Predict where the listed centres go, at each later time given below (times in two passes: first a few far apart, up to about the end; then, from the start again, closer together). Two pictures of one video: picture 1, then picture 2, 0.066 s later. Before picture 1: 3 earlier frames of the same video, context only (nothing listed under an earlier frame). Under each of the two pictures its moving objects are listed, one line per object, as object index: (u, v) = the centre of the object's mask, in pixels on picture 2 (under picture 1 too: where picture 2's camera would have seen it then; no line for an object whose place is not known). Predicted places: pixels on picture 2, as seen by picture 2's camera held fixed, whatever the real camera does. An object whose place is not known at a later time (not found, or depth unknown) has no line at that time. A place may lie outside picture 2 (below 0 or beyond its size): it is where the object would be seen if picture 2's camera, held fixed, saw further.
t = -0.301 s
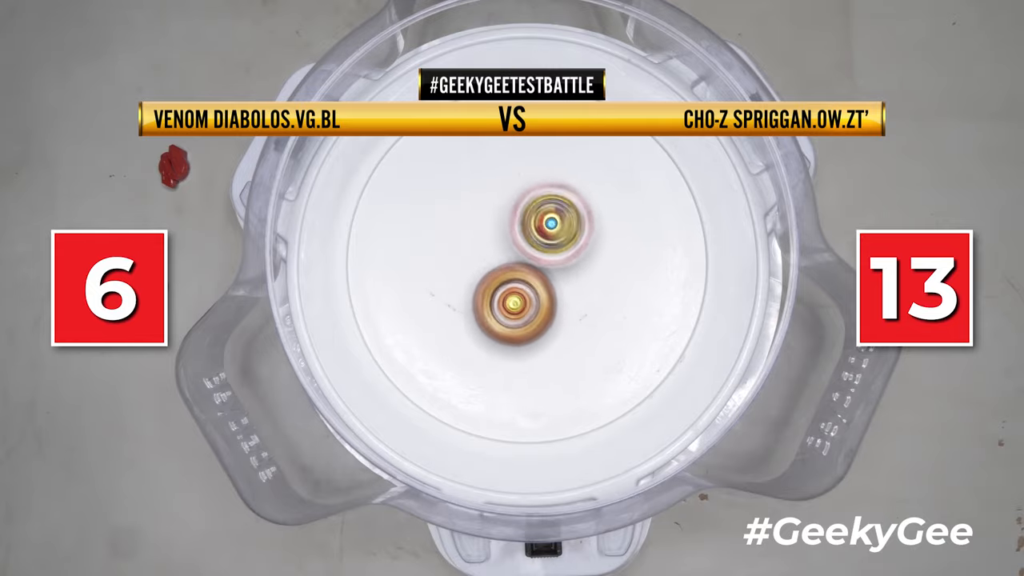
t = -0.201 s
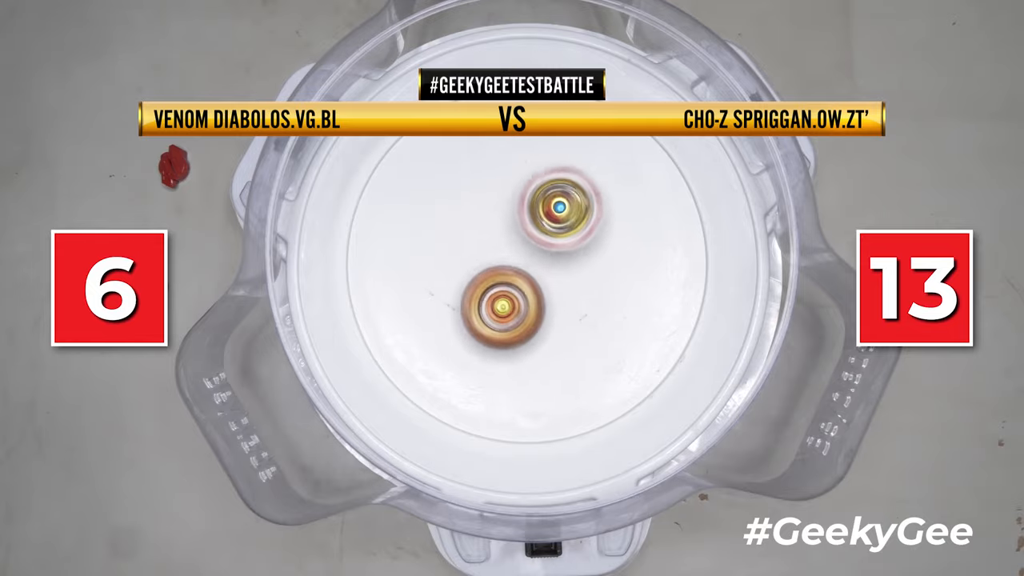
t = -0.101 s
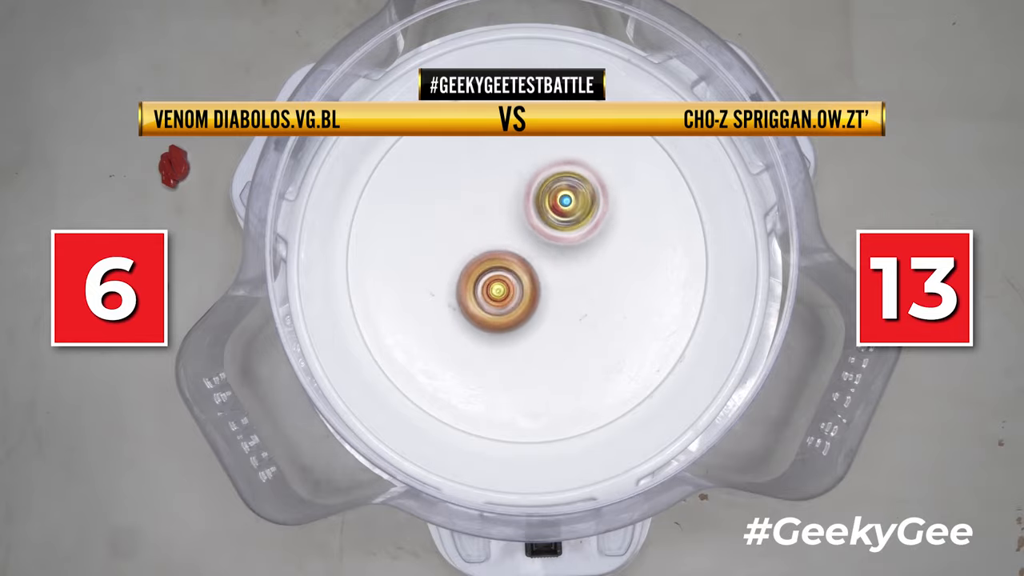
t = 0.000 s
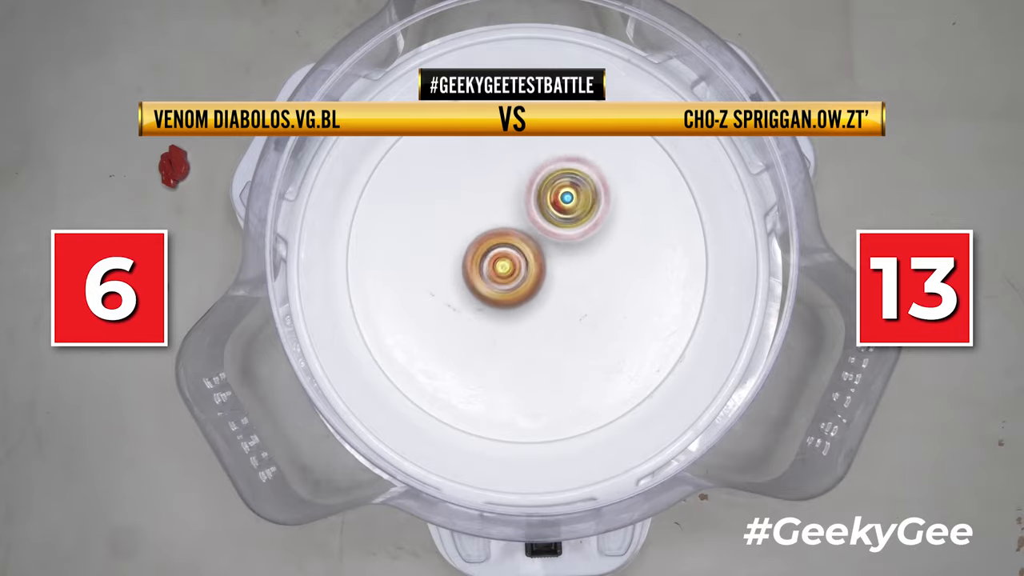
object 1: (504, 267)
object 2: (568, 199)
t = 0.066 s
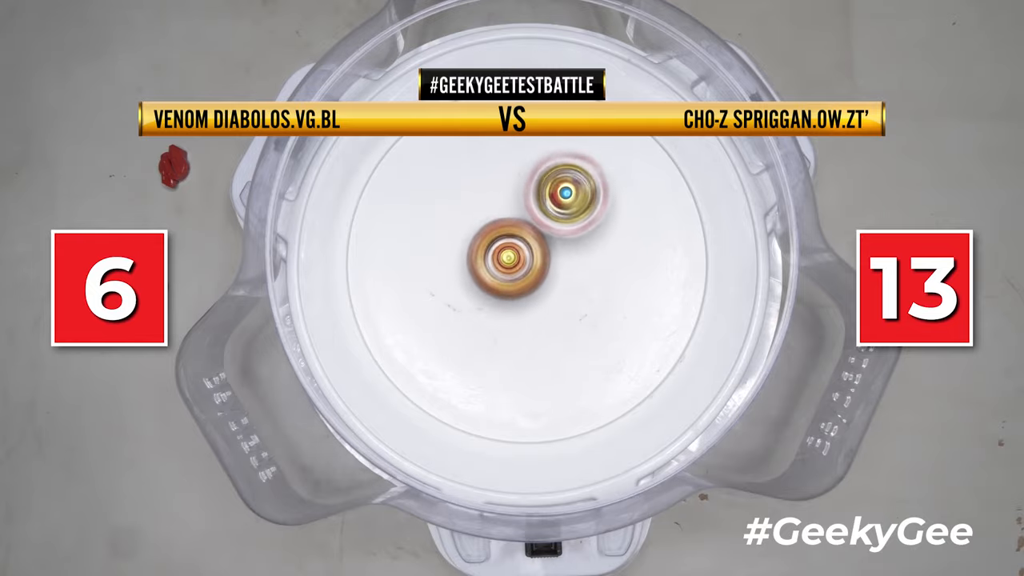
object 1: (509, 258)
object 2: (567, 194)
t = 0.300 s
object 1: (534, 259)
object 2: (570, 180)
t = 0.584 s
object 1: (540, 288)
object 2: (547, 193)
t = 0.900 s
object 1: (506, 325)
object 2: (516, 213)
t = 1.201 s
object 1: (488, 304)
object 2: (515, 213)
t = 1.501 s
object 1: (536, 299)
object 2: (537, 188)
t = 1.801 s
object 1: (565, 298)
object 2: (548, 204)
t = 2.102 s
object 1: (559, 306)
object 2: (525, 215)
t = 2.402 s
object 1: (548, 286)
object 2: (488, 219)
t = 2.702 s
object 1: (561, 252)
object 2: (462, 244)
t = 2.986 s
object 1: (562, 221)
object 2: (495, 283)
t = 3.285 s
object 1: (555, 201)
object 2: (544, 296)
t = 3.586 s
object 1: (520, 197)
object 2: (564, 274)
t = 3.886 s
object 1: (472, 217)
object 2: (560, 250)
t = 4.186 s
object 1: (440, 263)
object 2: (548, 249)
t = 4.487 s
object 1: (464, 304)
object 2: (532, 253)
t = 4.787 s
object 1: (516, 335)
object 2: (532, 232)
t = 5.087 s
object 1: (564, 308)
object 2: (523, 234)
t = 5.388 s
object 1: (632, 251)
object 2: (460, 251)
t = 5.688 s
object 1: (594, 213)
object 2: (503, 268)
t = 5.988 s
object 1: (518, 203)
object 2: (564, 279)
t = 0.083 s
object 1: (509, 256)
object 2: (567, 193)
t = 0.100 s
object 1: (511, 255)
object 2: (568, 192)
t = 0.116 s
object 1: (513, 254)
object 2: (568, 190)
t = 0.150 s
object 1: (515, 254)
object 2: (570, 187)
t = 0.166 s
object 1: (517, 254)
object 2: (570, 185)
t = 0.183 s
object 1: (519, 254)
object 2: (570, 184)
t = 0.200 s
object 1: (521, 253)
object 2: (570, 183)
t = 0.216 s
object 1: (524, 254)
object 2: (571, 183)
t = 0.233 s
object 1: (526, 255)
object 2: (571, 182)
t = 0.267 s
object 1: (531, 256)
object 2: (571, 181)
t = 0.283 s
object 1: (533, 258)
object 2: (571, 181)
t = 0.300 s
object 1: (534, 259)
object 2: (570, 180)
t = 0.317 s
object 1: (537, 260)
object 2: (569, 181)
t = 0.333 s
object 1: (539, 261)
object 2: (569, 181)
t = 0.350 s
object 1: (540, 263)
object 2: (568, 180)
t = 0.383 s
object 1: (542, 269)
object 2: (564, 180)
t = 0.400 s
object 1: (542, 272)
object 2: (564, 180)
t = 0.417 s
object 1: (542, 274)
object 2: (562, 180)
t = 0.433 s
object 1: (543, 276)
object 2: (561, 181)
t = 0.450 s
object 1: (543, 279)
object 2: (559, 182)
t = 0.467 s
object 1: (543, 280)
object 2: (558, 182)
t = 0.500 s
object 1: (543, 283)
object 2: (555, 185)
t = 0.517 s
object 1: (542, 285)
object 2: (553, 186)
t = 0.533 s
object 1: (542, 286)
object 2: (551, 188)
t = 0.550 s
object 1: (541, 287)
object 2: (550, 189)
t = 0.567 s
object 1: (540, 288)
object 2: (548, 191)
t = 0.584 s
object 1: (540, 288)
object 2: (547, 193)
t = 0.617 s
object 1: (537, 290)
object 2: (544, 197)
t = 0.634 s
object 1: (536, 290)
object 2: (543, 200)
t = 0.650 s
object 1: (534, 290)
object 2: (542, 202)
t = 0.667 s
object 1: (533, 291)
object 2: (540, 205)
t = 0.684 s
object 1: (532, 294)
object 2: (538, 204)
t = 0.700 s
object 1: (532, 301)
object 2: (535, 202)
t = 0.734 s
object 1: (530, 311)
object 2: (530, 199)
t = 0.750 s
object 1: (528, 316)
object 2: (529, 200)
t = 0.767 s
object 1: (526, 319)
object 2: (526, 200)
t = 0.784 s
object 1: (525, 321)
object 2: (524, 202)
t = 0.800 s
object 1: (522, 323)
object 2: (522, 203)
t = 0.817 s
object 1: (519, 324)
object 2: (522, 205)
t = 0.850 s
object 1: (515, 326)
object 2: (519, 207)
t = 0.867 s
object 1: (512, 325)
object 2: (518, 209)
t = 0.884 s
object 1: (509, 325)
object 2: (517, 211)
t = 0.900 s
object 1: (506, 325)
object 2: (516, 213)
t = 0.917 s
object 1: (503, 322)
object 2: (515, 214)
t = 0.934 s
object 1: (501, 321)
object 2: (514, 217)
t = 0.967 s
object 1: (496, 316)
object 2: (513, 221)
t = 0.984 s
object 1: (494, 313)
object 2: (512, 224)
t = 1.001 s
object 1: (491, 309)
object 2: (512, 226)
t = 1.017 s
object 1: (491, 309)
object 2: (511, 226)
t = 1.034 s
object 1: (489, 311)
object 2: (510, 224)
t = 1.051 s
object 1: (488, 310)
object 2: (510, 221)
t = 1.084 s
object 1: (487, 309)
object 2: (510, 220)
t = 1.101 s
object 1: (487, 306)
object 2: (510, 220)
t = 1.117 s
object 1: (487, 305)
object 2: (511, 221)
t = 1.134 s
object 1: (486, 303)
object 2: (511, 221)
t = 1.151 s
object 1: (487, 304)
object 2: (511, 219)
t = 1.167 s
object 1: (487, 305)
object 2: (514, 216)
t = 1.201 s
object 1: (488, 304)
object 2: (515, 213)
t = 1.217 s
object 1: (488, 303)
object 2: (516, 212)
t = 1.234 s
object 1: (491, 302)
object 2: (518, 211)
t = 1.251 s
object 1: (492, 300)
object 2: (519, 210)
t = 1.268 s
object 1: (494, 298)
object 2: (520, 209)
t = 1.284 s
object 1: (496, 296)
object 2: (522, 208)
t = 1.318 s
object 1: (502, 291)
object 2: (525, 208)
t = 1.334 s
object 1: (504, 289)
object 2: (526, 208)
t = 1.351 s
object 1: (507, 289)
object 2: (527, 204)
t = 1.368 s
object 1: (510, 292)
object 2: (528, 200)
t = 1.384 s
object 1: (513, 293)
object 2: (529, 198)
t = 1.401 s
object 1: (518, 294)
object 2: (530, 196)
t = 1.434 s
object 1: (524, 296)
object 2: (532, 194)
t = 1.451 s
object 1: (527, 297)
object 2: (534, 192)
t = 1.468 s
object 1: (530, 298)
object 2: (535, 191)
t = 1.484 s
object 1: (534, 298)
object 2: (536, 190)
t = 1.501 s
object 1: (536, 299)
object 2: (537, 188)
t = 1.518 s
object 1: (539, 299)
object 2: (538, 188)
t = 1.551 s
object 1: (544, 300)
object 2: (540, 186)
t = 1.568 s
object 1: (547, 301)
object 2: (541, 185)
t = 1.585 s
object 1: (548, 302)
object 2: (541, 185)
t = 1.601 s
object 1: (552, 302)
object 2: (542, 185)
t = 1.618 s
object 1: (553, 302)
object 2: (543, 186)
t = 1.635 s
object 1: (556, 302)
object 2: (544, 187)
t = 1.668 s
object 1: (559, 302)
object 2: (546, 189)
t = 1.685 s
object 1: (561, 303)
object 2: (546, 190)
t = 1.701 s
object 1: (561, 303)
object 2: (546, 192)
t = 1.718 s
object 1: (563, 302)
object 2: (547, 194)
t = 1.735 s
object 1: (563, 302)
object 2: (547, 196)
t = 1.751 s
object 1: (564, 300)
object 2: (547, 198)
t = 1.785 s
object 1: (564, 299)
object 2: (548, 202)
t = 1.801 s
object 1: (565, 298)
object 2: (548, 204)
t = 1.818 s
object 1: (564, 297)
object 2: (548, 207)
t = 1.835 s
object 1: (564, 295)
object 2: (548, 209)
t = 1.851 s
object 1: (563, 295)
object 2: (549, 211)
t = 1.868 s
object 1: (564, 295)
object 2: (547, 210)
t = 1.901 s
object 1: (566, 300)
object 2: (543, 208)
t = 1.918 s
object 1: (567, 302)
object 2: (542, 209)
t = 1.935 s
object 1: (567, 303)
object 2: (541, 210)
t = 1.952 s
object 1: (567, 303)
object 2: (540, 211)
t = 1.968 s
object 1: (566, 303)
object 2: (539, 213)
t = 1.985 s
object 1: (566, 302)
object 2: (539, 214)
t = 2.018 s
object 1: (563, 300)
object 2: (537, 217)
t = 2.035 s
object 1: (562, 300)
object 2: (536, 218)
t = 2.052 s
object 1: (561, 300)
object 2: (534, 218)
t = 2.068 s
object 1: (561, 303)
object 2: (530, 217)
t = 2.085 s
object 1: (560, 305)
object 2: (527, 216)
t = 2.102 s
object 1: (559, 306)
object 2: (525, 215)
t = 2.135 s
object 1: (557, 307)
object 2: (522, 215)
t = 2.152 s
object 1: (556, 307)
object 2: (520, 215)
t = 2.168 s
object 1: (555, 306)
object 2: (519, 215)
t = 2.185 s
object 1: (553, 305)
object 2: (518, 215)
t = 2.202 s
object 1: (552, 303)
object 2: (517, 215)
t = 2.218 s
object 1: (550, 301)
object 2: (515, 216)
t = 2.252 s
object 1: (548, 298)
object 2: (512, 218)
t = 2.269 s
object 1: (547, 297)
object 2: (507, 217)
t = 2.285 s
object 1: (549, 297)
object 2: (504, 216)
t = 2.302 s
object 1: (547, 296)
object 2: (502, 217)
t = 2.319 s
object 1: (548, 294)
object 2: (500, 218)
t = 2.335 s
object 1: (546, 293)
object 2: (499, 218)
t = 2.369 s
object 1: (546, 290)
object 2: (495, 218)
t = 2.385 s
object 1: (547, 287)
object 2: (492, 219)
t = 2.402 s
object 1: (548, 286)
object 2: (488, 219)
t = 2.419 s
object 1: (551, 285)
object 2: (483, 219)
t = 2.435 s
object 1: (552, 284)
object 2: (479, 219)
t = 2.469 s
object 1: (555, 281)
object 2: (473, 219)
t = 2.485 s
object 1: (556, 279)
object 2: (472, 220)
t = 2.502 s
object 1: (557, 277)
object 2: (470, 221)
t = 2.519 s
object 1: (558, 275)
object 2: (468, 221)
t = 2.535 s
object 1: (558, 273)
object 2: (467, 223)
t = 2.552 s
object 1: (559, 270)
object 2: (466, 224)
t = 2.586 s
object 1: (560, 267)
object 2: (463, 228)
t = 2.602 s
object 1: (560, 265)
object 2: (462, 229)
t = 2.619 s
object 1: (561, 262)
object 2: (461, 232)
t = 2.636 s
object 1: (560, 261)
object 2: (461, 234)
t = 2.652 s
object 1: (561, 258)
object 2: (460, 236)
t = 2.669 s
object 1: (560, 257)
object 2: (461, 239)
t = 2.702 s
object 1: (561, 252)
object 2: (462, 244)
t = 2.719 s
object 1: (561, 250)
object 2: (463, 246)
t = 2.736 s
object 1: (560, 248)
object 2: (463, 249)
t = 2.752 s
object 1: (561, 246)
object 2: (464, 252)
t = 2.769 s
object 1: (560, 244)
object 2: (466, 255)
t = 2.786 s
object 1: (560, 242)
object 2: (468, 256)
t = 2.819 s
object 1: (560, 238)
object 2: (472, 262)
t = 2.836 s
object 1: (560, 236)
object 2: (473, 265)
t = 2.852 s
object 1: (562, 234)
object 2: (475, 268)
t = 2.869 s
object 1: (562, 231)
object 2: (476, 272)
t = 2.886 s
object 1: (563, 229)
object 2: (478, 274)
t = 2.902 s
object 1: (562, 227)
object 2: (480, 277)
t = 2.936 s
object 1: (563, 224)
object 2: (486, 280)
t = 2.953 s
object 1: (563, 223)
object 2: (489, 282)
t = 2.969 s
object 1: (562, 222)
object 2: (492, 282)
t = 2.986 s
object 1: (562, 221)
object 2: (495, 283)
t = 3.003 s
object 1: (562, 220)
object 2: (498, 285)
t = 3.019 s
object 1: (562, 218)
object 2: (500, 286)
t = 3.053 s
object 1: (563, 214)
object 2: (505, 290)
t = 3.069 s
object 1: (563, 212)
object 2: (509, 291)
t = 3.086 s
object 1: (564, 211)
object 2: (512, 292)
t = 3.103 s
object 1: (563, 209)
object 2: (516, 292)
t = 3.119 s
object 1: (563, 209)
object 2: (518, 291)
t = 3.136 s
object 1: (562, 208)
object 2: (520, 291)
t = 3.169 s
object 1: (561, 207)
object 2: (526, 291)
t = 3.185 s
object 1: (561, 205)
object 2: (529, 293)
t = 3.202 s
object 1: (560, 203)
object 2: (533, 294)
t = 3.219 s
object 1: (559, 202)
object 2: (535, 295)
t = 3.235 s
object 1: (559, 201)
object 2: (537, 296)
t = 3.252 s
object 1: (558, 201)
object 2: (540, 297)
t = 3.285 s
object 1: (555, 201)
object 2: (544, 296)
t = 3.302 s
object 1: (554, 200)
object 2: (546, 295)
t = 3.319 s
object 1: (552, 201)
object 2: (548, 293)
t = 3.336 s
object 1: (551, 201)
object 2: (549, 292)
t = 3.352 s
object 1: (548, 201)
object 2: (550, 291)
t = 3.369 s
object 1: (547, 201)
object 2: (552, 290)
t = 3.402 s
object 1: (542, 197)
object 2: (557, 291)
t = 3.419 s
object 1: (539, 196)
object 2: (560, 290)
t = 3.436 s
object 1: (538, 195)
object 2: (562, 288)
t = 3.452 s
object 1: (535, 194)
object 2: (563, 286)
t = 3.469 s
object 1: (534, 194)
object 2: (564, 284)
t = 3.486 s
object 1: (531, 193)
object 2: (564, 283)
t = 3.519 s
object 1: (527, 194)
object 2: (565, 280)
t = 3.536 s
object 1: (526, 195)
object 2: (565, 279)
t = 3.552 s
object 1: (524, 195)
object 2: (565, 278)
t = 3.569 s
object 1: (522, 197)
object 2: (565, 276)
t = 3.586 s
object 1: (520, 197)
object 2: (564, 274)
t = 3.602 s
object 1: (518, 199)
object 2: (565, 273)
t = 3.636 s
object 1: (512, 199)
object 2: (567, 270)
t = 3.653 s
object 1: (509, 200)
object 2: (566, 267)
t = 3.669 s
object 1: (506, 201)
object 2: (565, 265)
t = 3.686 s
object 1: (503, 202)
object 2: (566, 263)
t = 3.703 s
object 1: (500, 203)
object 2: (566, 262)
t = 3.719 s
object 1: (496, 204)
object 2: (566, 261)
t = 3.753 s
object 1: (490, 206)
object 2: (566, 257)
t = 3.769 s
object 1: (487, 207)
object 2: (566, 256)
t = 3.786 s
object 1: (485, 208)
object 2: (565, 256)
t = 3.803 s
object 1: (482, 209)
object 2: (565, 255)
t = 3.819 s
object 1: (480, 211)
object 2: (564, 254)
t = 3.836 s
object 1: (478, 212)
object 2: (563, 253)
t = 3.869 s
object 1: (474, 216)
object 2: (561, 251)
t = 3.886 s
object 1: (472, 217)
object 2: (560, 250)
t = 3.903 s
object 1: (470, 219)
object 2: (559, 250)
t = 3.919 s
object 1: (468, 221)
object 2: (557, 249)
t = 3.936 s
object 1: (466, 223)
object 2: (555, 249)
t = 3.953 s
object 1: (465, 225)
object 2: (553, 248)
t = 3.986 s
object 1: (463, 230)
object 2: (550, 247)
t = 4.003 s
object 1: (463, 232)
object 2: (548, 247)
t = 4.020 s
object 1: (462, 236)
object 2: (547, 248)
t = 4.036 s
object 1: (460, 238)
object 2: (546, 247)
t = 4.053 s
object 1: (456, 242)
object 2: (549, 246)
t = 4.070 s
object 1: (451, 244)
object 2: (550, 246)
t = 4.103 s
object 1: (446, 250)
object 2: (552, 246)
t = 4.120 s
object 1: (444, 253)
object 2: (551, 246)
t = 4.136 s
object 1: (444, 256)
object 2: (550, 247)
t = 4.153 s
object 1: (442, 259)
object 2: (550, 247)
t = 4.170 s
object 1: (442, 261)
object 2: (550, 248)
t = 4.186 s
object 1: (440, 263)
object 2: (548, 249)
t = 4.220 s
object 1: (439, 267)
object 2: (547, 249)
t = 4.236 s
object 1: (440, 270)
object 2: (546, 250)
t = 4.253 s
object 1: (440, 272)
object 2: (545, 251)
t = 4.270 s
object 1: (440, 275)
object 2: (544, 251)
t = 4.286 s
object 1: (441, 278)
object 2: (543, 252)
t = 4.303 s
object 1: (441, 280)
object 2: (541, 253)
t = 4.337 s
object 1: (444, 283)
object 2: (540, 253)
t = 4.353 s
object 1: (446, 286)
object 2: (539, 254)
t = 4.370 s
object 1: (448, 288)
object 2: (537, 255)
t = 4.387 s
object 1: (450, 290)
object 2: (537, 255)
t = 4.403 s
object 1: (453, 292)
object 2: (535, 255)
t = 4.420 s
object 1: (454, 293)
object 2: (533, 256)
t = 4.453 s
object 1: (459, 298)
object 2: (533, 255)
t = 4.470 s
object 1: (461, 302)
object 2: (532, 254)
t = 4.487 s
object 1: (464, 304)
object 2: (532, 253)
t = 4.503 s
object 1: (465, 307)
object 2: (533, 252)
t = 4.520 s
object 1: (467, 309)
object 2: (533, 251)
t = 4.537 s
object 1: (470, 311)
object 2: (533, 251)
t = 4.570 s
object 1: (476, 314)
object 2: (533, 250)
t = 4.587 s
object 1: (479, 316)
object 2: (533, 250)
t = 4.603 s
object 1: (482, 318)
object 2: (532, 250)
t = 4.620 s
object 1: (485, 319)
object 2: (533, 249)
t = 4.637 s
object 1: (488, 320)
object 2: (532, 248)
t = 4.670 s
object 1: (495, 323)
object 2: (532, 247)
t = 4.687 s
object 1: (499, 326)
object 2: (531, 243)
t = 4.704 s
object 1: (500, 329)
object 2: (531, 241)
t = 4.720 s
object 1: (504, 331)
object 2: (532, 239)
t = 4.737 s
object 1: (507, 332)
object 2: (532, 236)
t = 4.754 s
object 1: (511, 334)
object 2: (532, 234)
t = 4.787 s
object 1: (516, 335)
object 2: (532, 232)
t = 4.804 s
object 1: (520, 335)
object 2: (532, 230)
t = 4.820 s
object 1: (522, 335)
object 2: (531, 230)
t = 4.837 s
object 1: (525, 335)
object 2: (530, 231)
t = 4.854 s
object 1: (529, 335)
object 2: (531, 230)
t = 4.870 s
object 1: (531, 334)
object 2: (531, 230)
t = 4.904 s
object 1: (537, 332)
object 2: (531, 230)
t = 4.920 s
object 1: (540, 331)
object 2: (531, 230)
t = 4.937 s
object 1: (544, 329)
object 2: (531, 229)
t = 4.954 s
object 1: (546, 328)
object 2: (530, 229)
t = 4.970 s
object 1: (549, 326)
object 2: (530, 229)
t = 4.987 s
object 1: (551, 324)
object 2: (529, 229)
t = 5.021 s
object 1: (557, 319)
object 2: (526, 229)
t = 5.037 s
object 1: (558, 317)
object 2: (525, 230)
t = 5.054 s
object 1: (560, 314)
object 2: (523, 231)
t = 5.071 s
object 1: (562, 311)
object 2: (523, 233)
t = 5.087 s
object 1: (564, 308)
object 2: (523, 234)
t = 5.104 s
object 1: (568, 307)
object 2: (519, 233)
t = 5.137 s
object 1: (576, 303)
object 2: (513, 233)
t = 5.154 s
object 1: (579, 300)
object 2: (510, 233)
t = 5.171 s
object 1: (580, 297)
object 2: (507, 233)
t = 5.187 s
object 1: (582, 294)
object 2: (505, 234)
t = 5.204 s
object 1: (583, 290)
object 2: (504, 236)
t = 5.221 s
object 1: (584, 287)
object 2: (504, 237)
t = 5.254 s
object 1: (584, 279)
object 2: (504, 239)
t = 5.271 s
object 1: (584, 275)
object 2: (504, 241)
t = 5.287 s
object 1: (589, 272)
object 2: (500, 242)
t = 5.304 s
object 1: (598, 270)
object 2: (492, 244)
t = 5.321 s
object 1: (608, 266)
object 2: (484, 246)
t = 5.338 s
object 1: (616, 262)
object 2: (477, 247)
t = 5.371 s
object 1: (629, 255)
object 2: (464, 250)
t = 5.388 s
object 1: (632, 251)
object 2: (460, 251)
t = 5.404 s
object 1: (636, 247)
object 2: (458, 252)
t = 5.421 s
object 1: (639, 242)
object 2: (455, 254)
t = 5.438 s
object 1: (639, 237)
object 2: (454, 256)
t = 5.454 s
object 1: (639, 235)
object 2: (454, 259)
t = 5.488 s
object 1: (636, 228)
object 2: (457, 261)
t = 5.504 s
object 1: (634, 227)
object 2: (459, 261)
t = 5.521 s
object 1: (632, 225)
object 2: (460, 262)
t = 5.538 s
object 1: (629, 222)
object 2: (463, 262)
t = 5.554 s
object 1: (627, 222)
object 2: (466, 264)
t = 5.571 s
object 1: (623, 220)
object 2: (470, 265)
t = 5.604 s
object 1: (617, 218)
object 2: (477, 266)
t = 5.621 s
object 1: (613, 216)
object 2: (482, 267)
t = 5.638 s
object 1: (608, 215)
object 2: (488, 268)
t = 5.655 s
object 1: (604, 215)
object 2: (493, 268)
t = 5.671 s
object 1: (600, 214)
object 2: (497, 268)
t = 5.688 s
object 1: (594, 213)
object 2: (503, 268)
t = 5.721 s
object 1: (586, 213)
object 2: (515, 267)
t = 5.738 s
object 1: (581, 213)
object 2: (519, 267)
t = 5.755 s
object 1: (580, 212)
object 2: (522, 270)
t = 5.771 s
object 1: (577, 209)
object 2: (526, 272)
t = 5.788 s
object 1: (574, 207)
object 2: (530, 274)
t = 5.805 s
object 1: (571, 206)
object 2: (533, 275)
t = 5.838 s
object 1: (562, 202)
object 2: (540, 279)
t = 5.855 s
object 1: (558, 201)
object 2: (544, 280)
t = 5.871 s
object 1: (553, 200)
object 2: (547, 281)
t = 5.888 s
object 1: (548, 200)
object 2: (549, 281)
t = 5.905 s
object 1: (544, 201)
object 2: (552, 280)
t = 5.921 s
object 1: (540, 201)
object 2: (554, 279)
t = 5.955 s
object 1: (528, 201)
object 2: (559, 280)
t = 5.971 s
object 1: (524, 202)
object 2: (562, 280)
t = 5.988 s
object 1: (518, 203)
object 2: (564, 279)
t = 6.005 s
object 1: (513, 205)
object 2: (566, 279)
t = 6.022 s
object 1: (508, 207)
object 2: (567, 280)
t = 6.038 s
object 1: (503, 209)
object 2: (569, 279)
